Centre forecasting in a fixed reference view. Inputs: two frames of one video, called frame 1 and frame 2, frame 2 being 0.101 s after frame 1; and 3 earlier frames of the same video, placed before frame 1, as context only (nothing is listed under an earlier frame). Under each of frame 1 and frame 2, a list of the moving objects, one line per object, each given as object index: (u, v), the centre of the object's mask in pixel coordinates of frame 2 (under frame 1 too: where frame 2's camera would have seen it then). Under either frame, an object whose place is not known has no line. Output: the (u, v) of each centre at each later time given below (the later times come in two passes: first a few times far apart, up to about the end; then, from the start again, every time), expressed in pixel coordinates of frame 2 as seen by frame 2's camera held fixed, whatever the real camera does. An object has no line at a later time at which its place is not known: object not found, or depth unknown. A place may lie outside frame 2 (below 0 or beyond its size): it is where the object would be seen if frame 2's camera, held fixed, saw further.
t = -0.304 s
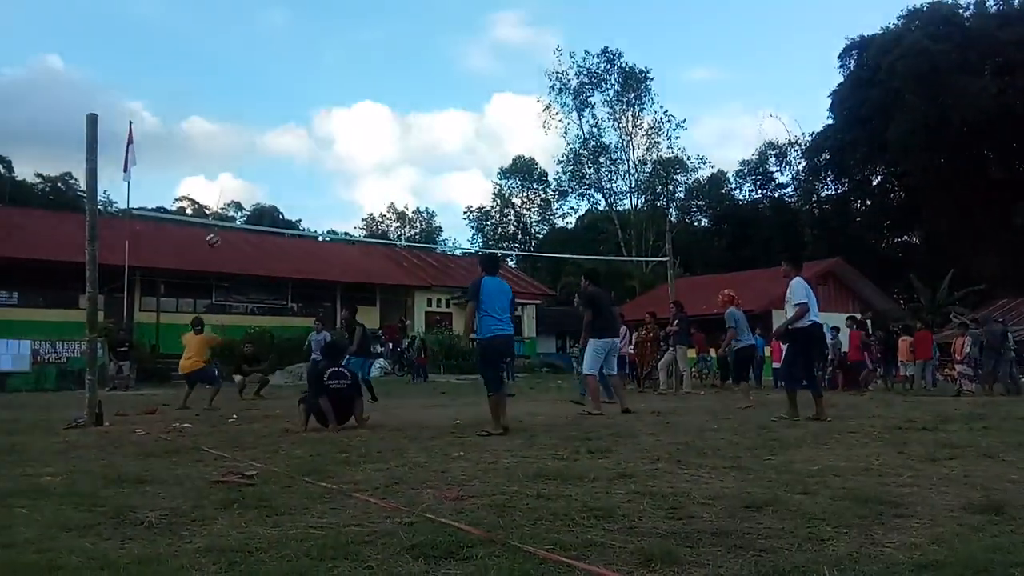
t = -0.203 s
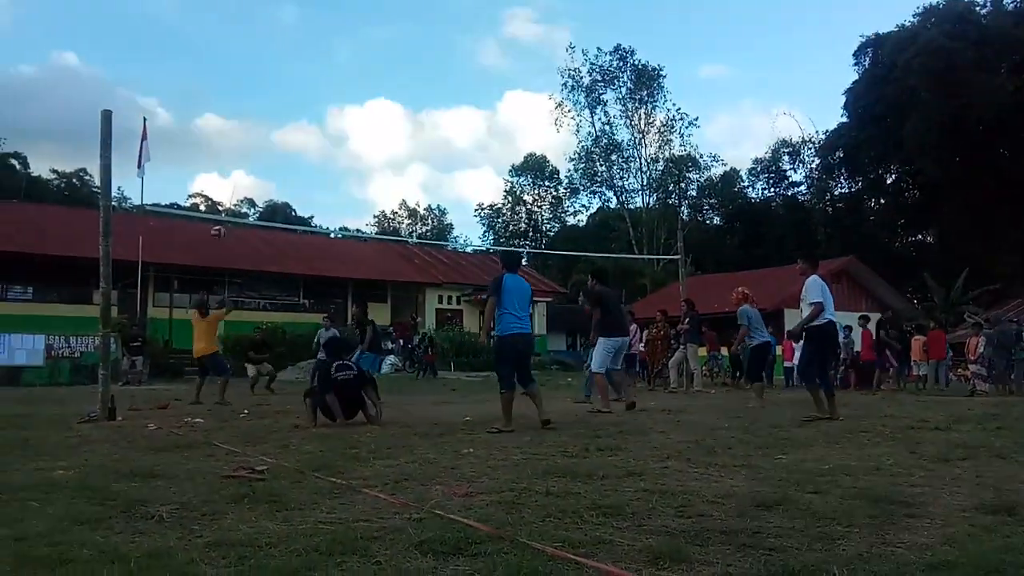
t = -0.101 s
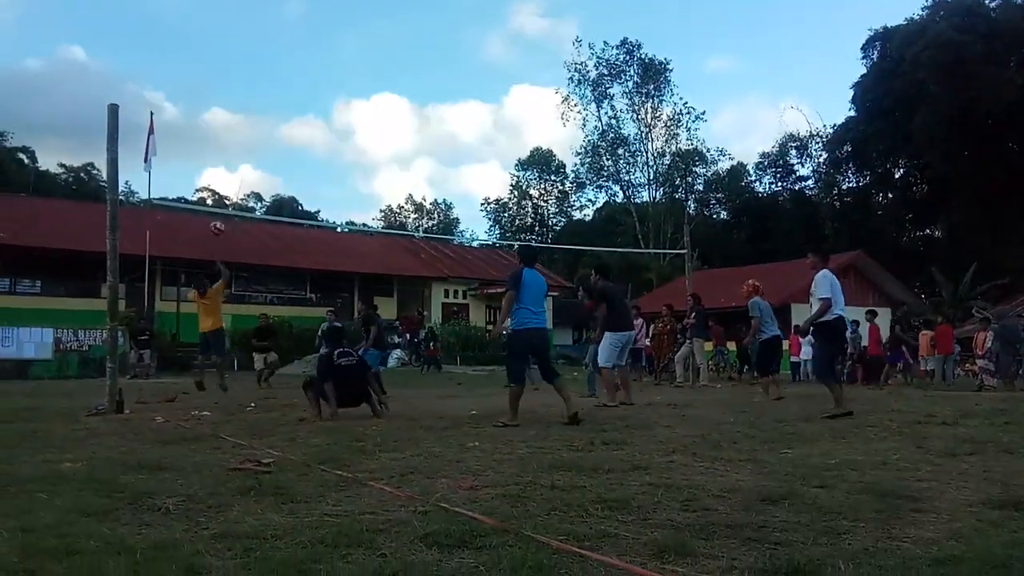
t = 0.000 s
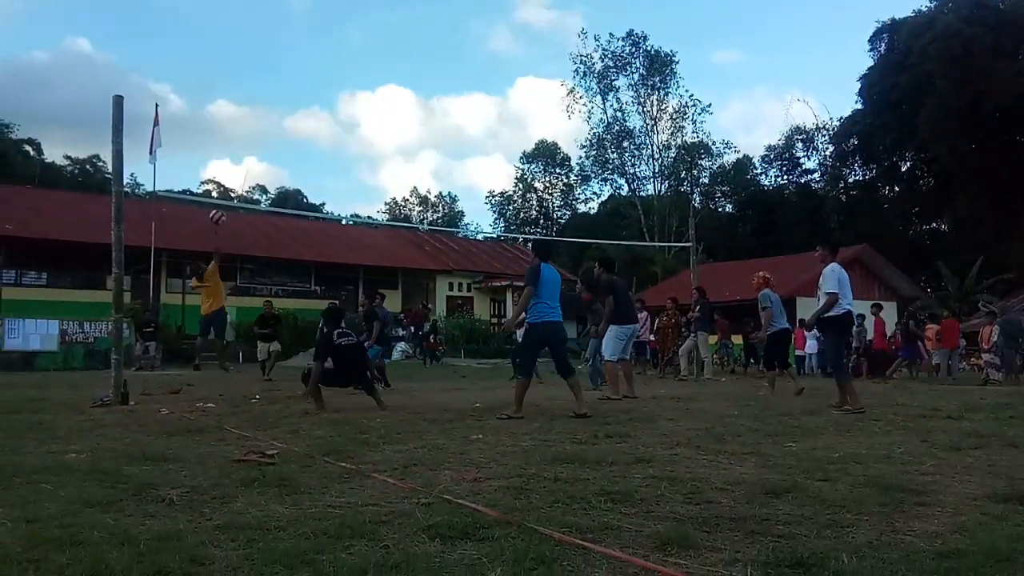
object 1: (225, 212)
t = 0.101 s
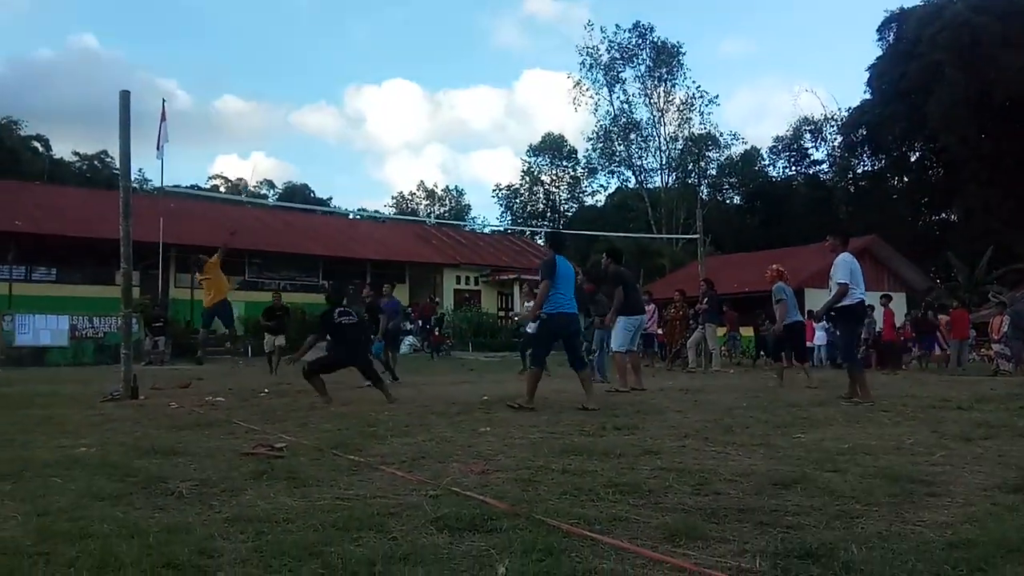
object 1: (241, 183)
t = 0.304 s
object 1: (274, 147)
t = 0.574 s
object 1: (325, 139)
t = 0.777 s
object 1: (374, 178)
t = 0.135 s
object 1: (245, 177)
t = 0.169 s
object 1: (251, 169)
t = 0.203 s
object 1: (256, 162)
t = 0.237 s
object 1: (262, 156)
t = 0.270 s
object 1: (268, 151)
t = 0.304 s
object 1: (274, 147)
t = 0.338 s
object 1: (280, 143)
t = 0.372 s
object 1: (286, 140)
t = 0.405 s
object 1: (292, 137)
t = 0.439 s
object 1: (298, 135)
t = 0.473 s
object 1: (305, 135)
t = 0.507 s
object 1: (311, 135)
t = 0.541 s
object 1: (318, 137)
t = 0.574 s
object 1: (325, 139)
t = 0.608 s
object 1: (333, 142)
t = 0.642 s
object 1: (340, 147)
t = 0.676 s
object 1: (348, 152)
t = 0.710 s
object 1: (356, 160)
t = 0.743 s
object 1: (365, 168)
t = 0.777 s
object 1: (374, 178)
